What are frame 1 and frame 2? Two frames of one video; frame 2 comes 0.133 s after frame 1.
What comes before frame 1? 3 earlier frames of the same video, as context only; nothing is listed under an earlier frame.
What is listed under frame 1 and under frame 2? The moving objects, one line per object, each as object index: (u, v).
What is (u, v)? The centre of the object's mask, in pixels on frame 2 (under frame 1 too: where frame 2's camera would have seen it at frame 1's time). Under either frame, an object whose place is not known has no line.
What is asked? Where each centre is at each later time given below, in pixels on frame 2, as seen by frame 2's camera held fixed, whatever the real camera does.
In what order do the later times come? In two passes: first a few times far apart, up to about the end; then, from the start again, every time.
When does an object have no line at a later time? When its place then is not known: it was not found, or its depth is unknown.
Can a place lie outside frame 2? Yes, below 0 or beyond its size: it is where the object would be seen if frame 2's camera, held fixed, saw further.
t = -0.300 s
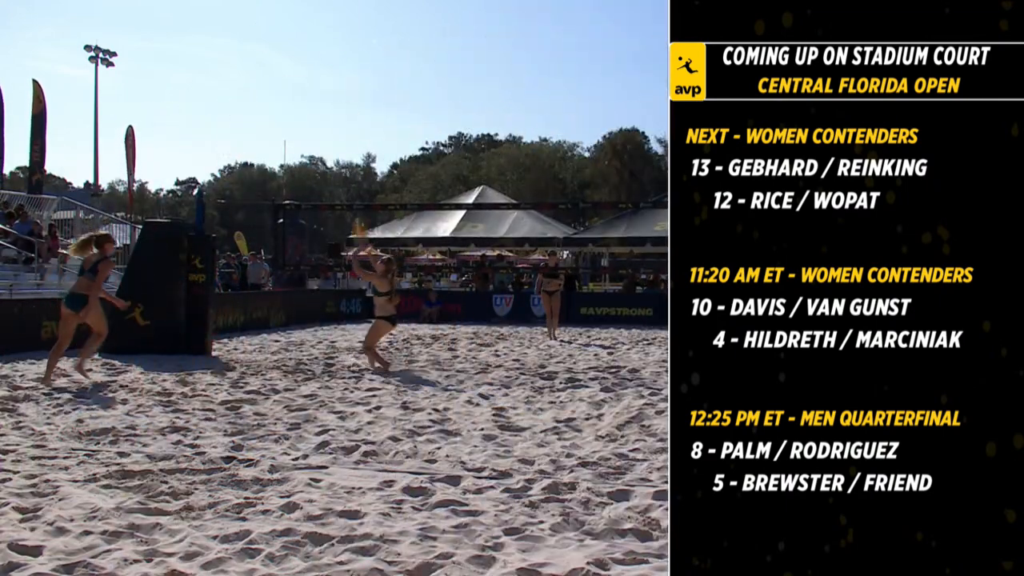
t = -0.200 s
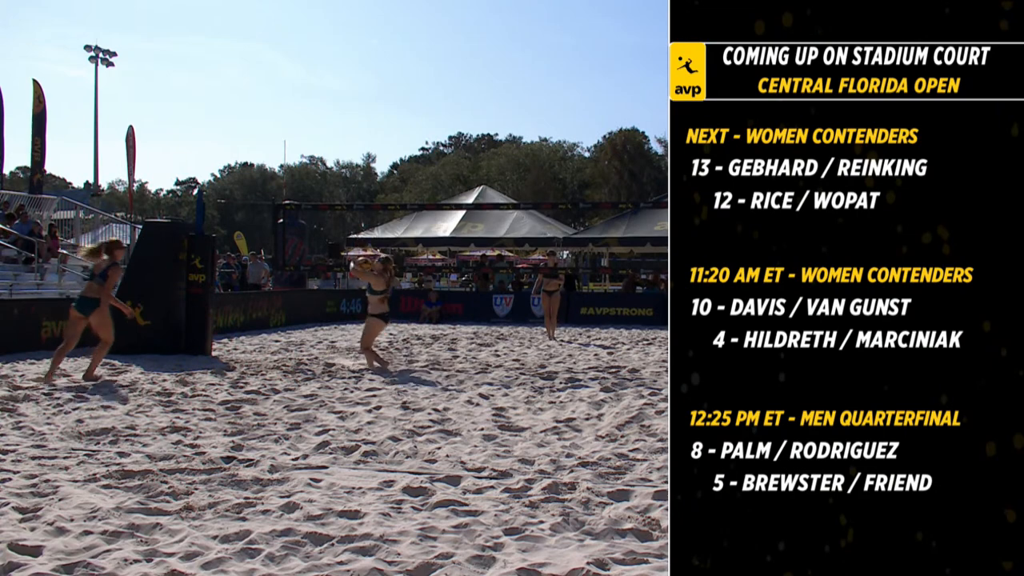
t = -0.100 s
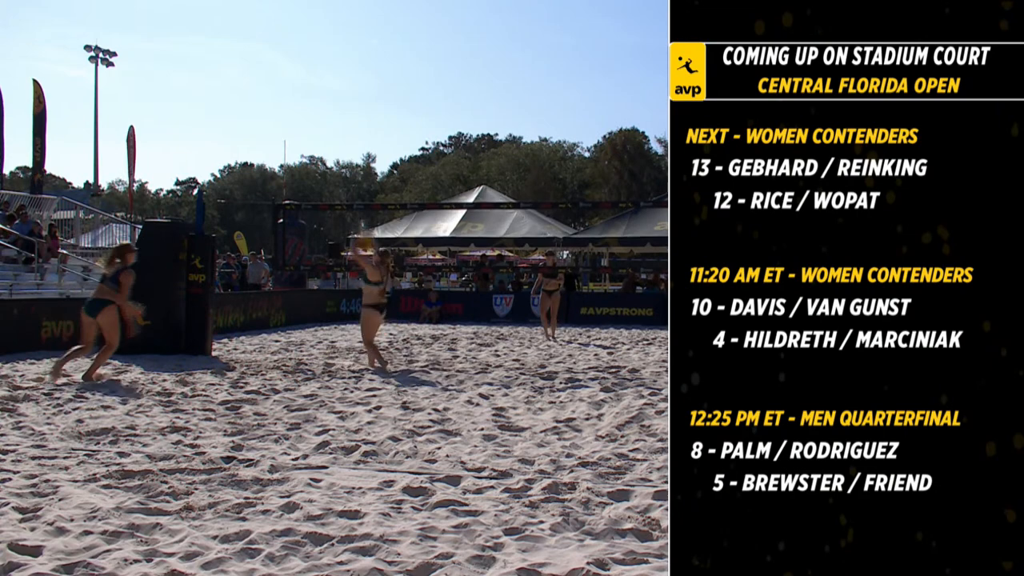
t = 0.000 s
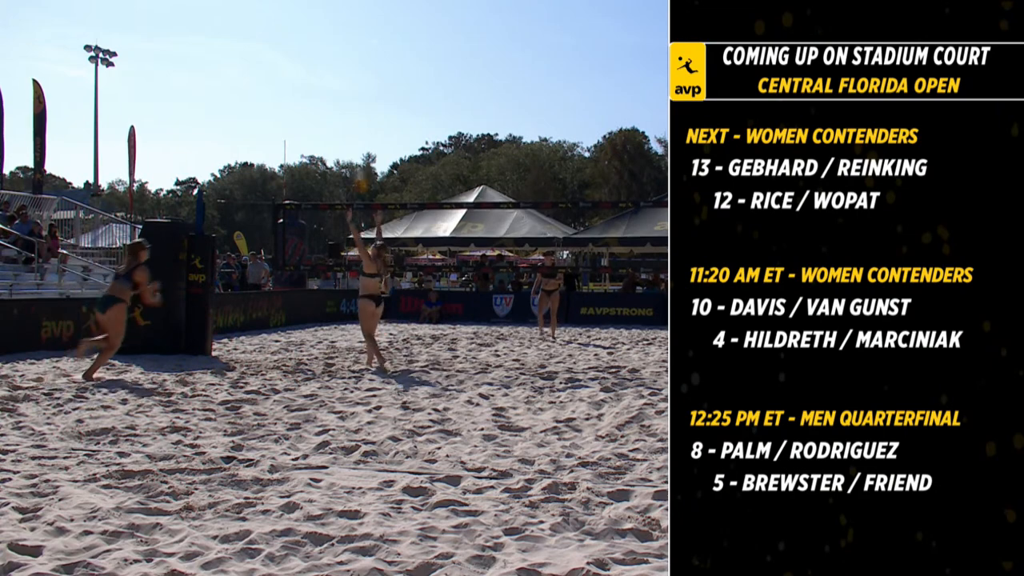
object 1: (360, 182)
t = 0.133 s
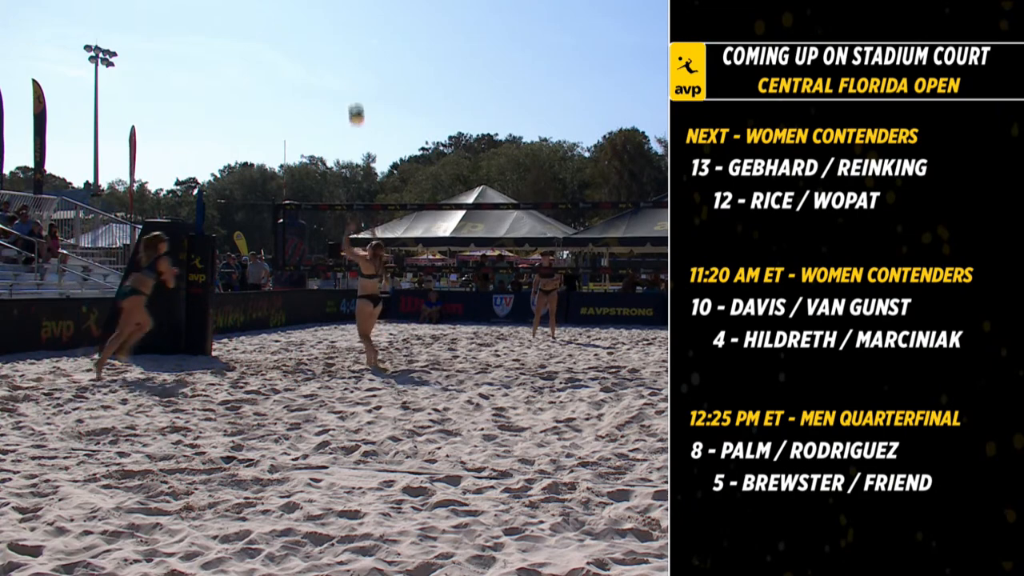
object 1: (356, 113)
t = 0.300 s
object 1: (351, 55)
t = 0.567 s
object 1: (345, 9)
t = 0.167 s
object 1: (354, 99)
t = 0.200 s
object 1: (353, 87)
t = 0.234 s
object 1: (353, 75)
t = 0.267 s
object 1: (352, 64)
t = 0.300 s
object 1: (351, 55)
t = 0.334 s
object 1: (350, 46)
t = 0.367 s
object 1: (350, 38)
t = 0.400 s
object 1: (349, 31)
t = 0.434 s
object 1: (348, 25)
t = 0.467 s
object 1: (348, 20)
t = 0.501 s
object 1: (347, 16)
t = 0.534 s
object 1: (346, 12)
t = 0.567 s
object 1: (345, 9)
